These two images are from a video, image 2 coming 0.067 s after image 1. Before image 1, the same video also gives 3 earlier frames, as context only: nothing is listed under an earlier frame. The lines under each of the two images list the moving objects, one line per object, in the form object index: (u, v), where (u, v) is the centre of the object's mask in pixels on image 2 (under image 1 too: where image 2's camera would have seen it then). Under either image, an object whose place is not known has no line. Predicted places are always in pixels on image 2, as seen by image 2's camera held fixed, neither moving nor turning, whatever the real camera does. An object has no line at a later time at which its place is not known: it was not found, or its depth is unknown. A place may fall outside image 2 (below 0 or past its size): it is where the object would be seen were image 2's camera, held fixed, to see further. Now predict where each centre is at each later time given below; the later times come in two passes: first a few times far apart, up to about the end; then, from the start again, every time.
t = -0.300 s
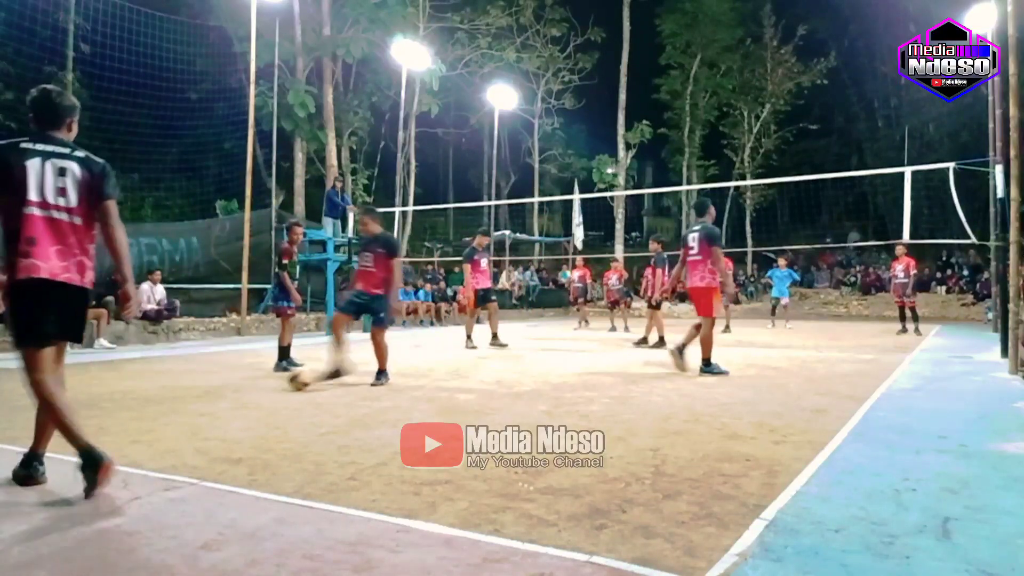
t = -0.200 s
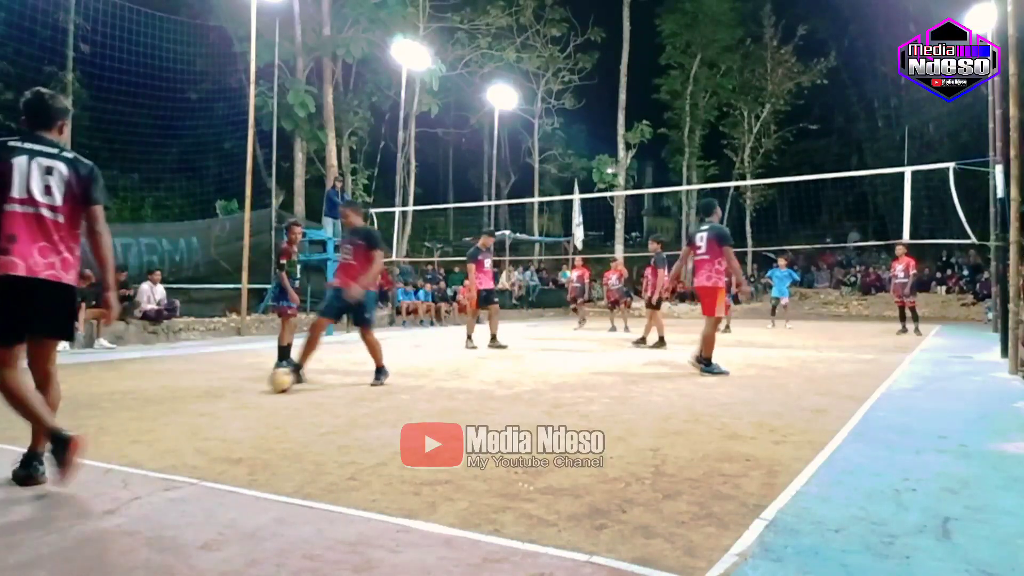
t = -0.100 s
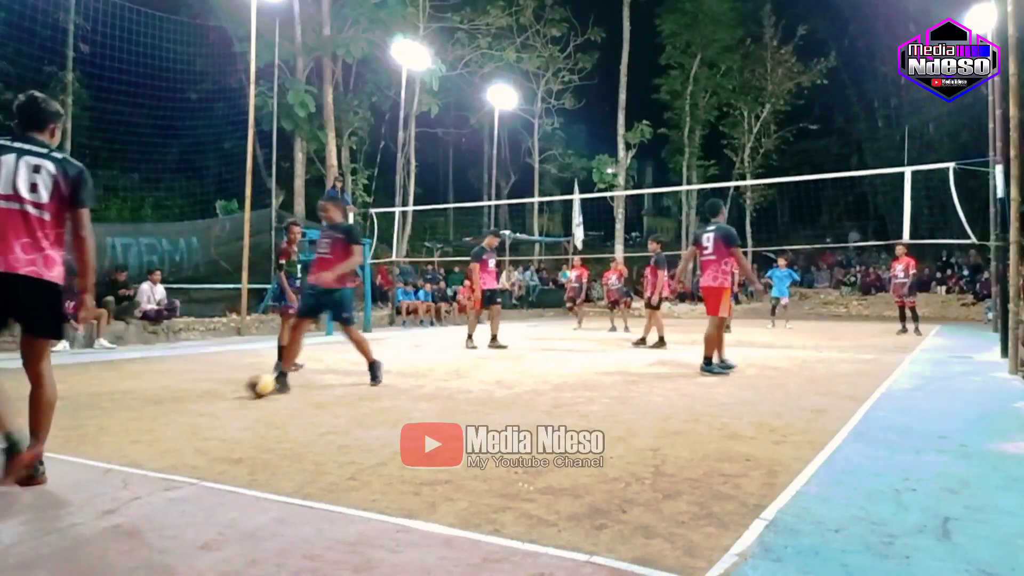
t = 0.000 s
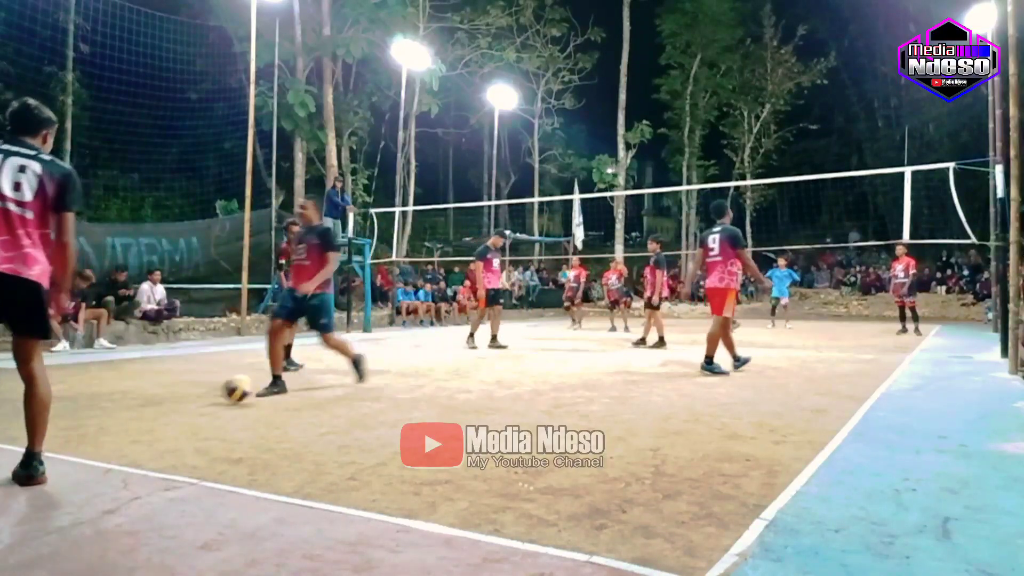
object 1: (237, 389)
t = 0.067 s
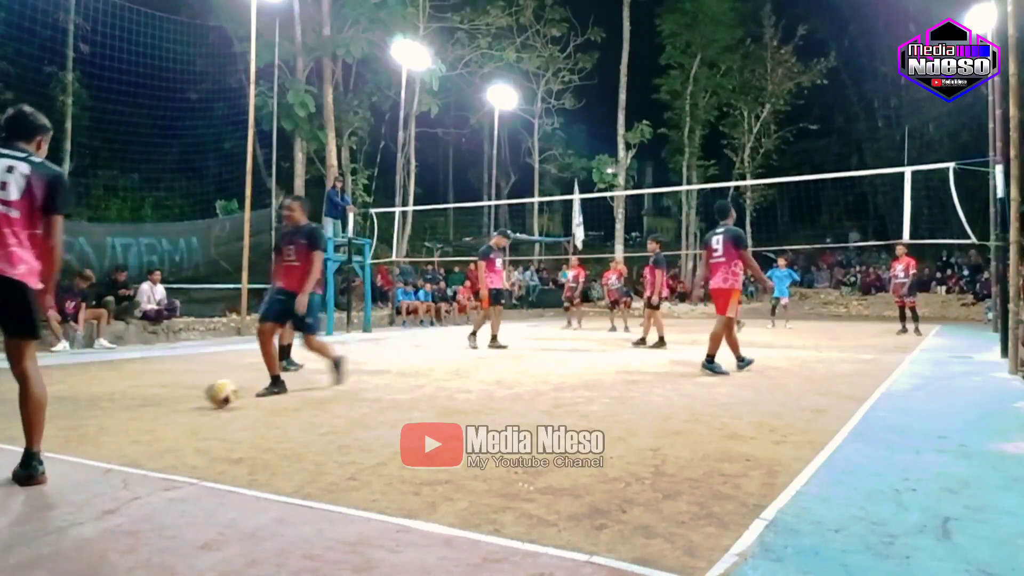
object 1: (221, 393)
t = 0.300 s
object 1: (161, 406)
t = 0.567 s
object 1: (76, 420)
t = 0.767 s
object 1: (11, 425)
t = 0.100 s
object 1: (212, 395)
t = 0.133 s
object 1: (204, 398)
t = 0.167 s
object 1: (196, 399)
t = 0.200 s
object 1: (187, 402)
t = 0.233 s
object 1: (178, 403)
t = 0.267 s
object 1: (170, 404)
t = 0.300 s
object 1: (161, 406)
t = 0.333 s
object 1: (151, 408)
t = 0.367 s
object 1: (140, 410)
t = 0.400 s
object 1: (130, 412)
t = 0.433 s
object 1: (119, 414)
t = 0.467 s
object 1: (109, 415)
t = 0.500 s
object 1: (98, 415)
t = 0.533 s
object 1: (88, 418)
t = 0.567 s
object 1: (76, 420)
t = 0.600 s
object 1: (63, 421)
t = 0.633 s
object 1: (50, 424)
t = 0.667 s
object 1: (39, 427)
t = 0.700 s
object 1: (27, 427)
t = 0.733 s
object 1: (17, 428)
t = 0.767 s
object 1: (11, 425)
